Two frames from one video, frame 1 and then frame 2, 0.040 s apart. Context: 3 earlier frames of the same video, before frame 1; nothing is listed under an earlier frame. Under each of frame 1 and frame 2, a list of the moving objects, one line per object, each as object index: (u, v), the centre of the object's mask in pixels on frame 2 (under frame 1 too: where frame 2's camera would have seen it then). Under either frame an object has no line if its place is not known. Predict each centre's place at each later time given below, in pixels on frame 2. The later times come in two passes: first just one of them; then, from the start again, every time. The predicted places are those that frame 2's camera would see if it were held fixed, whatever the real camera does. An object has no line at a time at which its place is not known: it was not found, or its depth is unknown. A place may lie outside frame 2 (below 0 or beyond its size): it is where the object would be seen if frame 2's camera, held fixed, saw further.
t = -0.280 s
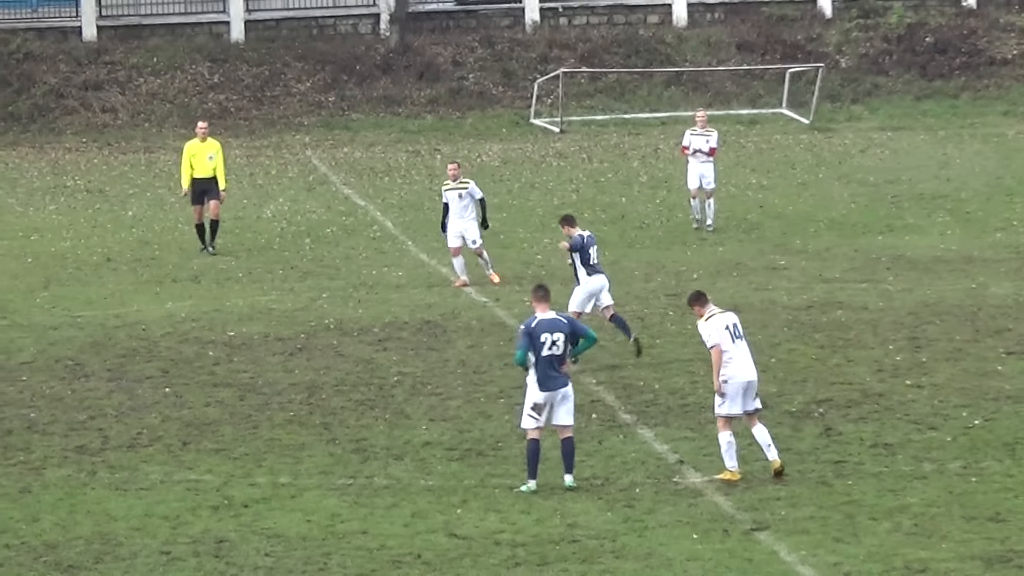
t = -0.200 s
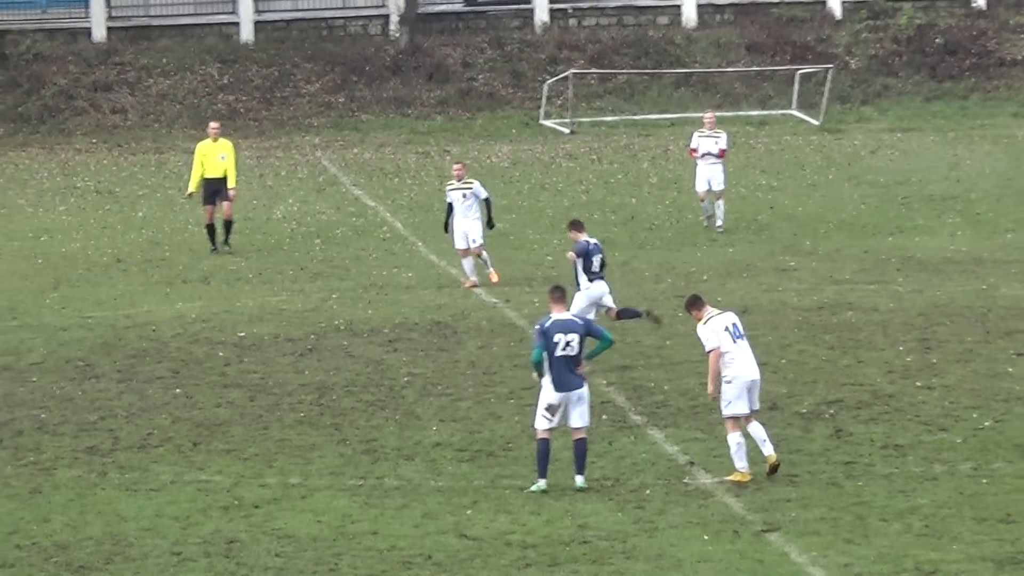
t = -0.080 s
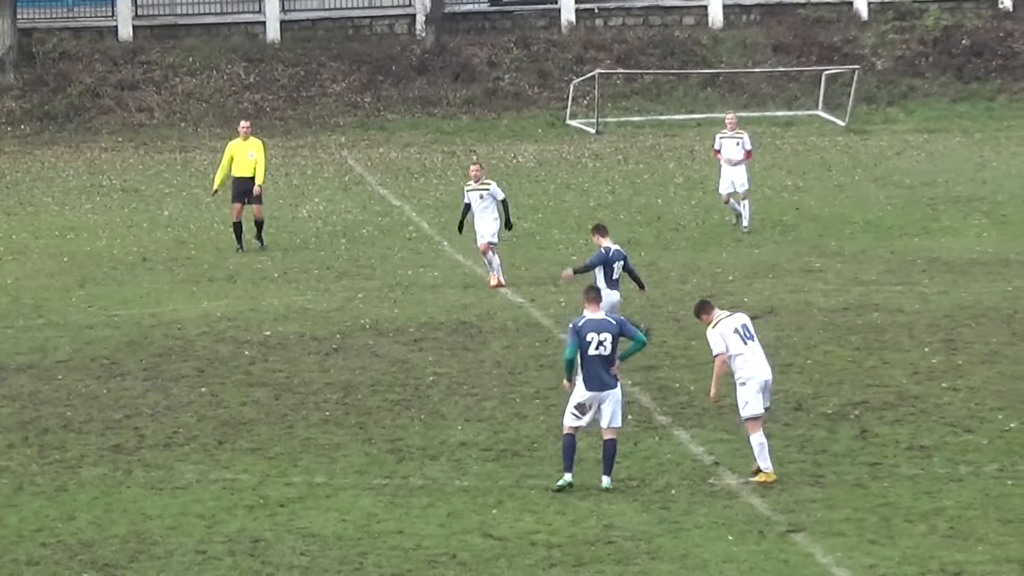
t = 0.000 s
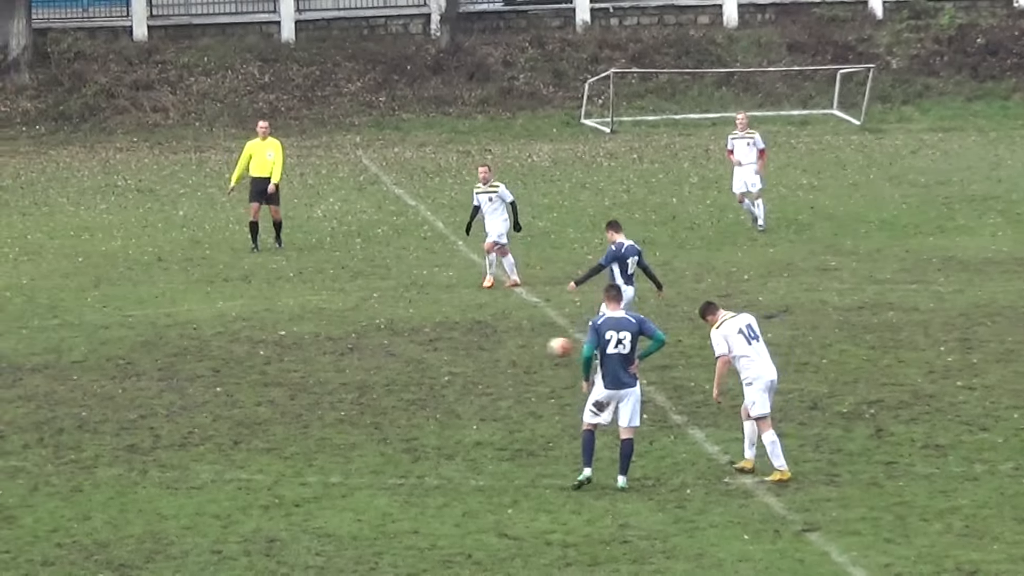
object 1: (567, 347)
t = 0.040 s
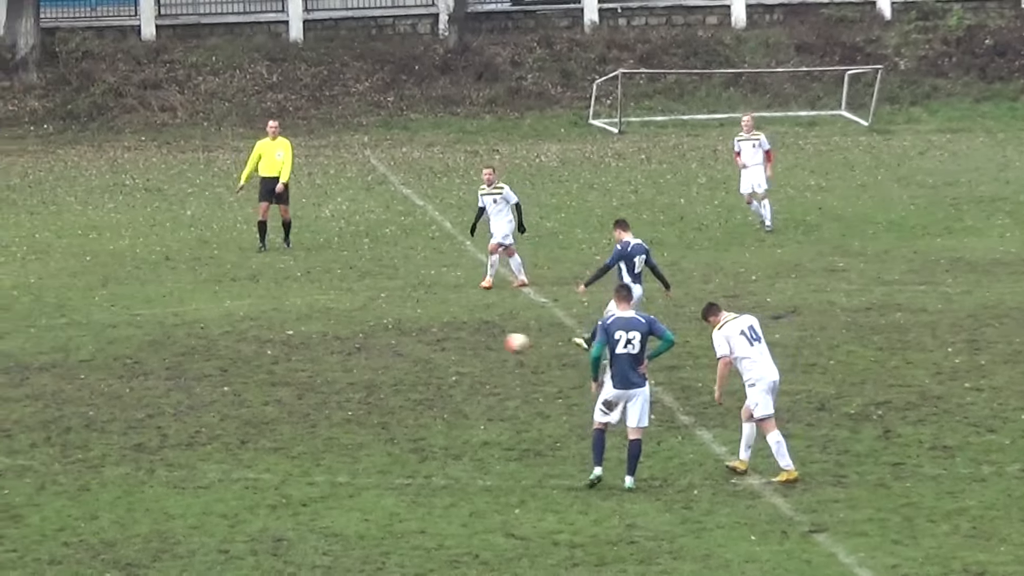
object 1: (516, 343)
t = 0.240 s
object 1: (266, 340)
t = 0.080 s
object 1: (467, 339)
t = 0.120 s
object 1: (419, 338)
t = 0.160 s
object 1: (366, 337)
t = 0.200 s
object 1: (316, 338)
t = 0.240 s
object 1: (266, 340)
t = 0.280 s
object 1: (216, 344)
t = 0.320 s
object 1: (167, 349)
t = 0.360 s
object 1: (115, 356)
